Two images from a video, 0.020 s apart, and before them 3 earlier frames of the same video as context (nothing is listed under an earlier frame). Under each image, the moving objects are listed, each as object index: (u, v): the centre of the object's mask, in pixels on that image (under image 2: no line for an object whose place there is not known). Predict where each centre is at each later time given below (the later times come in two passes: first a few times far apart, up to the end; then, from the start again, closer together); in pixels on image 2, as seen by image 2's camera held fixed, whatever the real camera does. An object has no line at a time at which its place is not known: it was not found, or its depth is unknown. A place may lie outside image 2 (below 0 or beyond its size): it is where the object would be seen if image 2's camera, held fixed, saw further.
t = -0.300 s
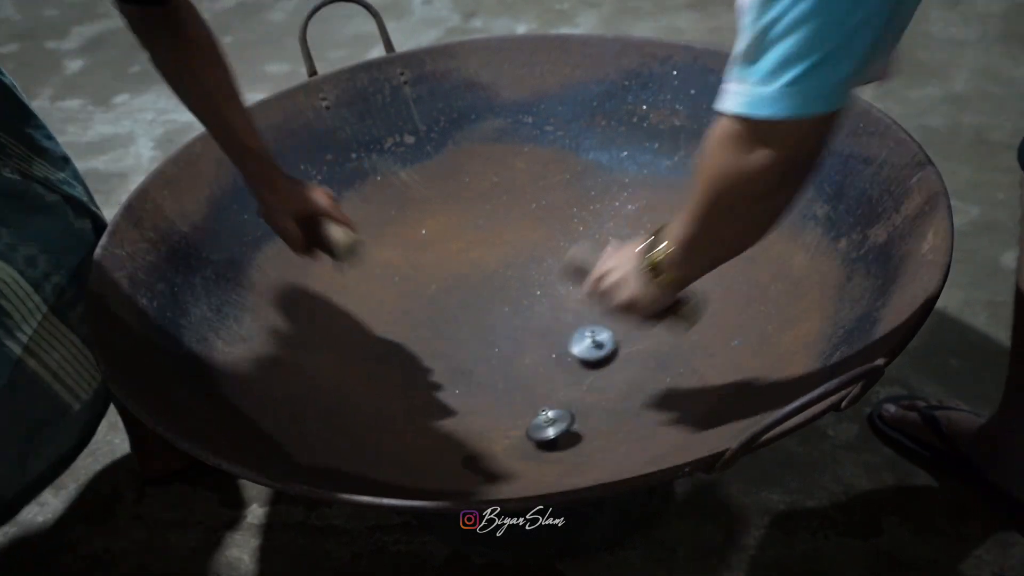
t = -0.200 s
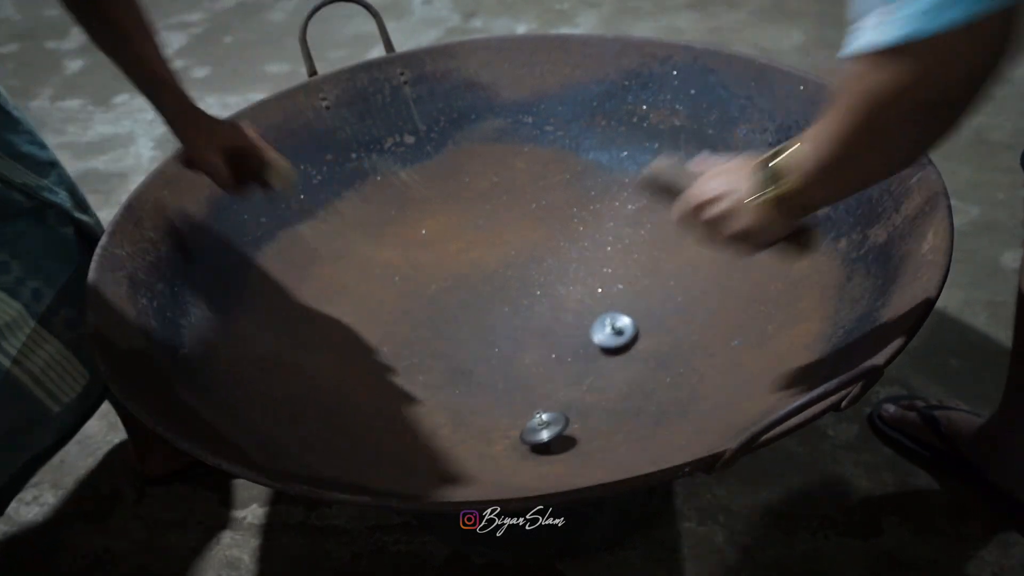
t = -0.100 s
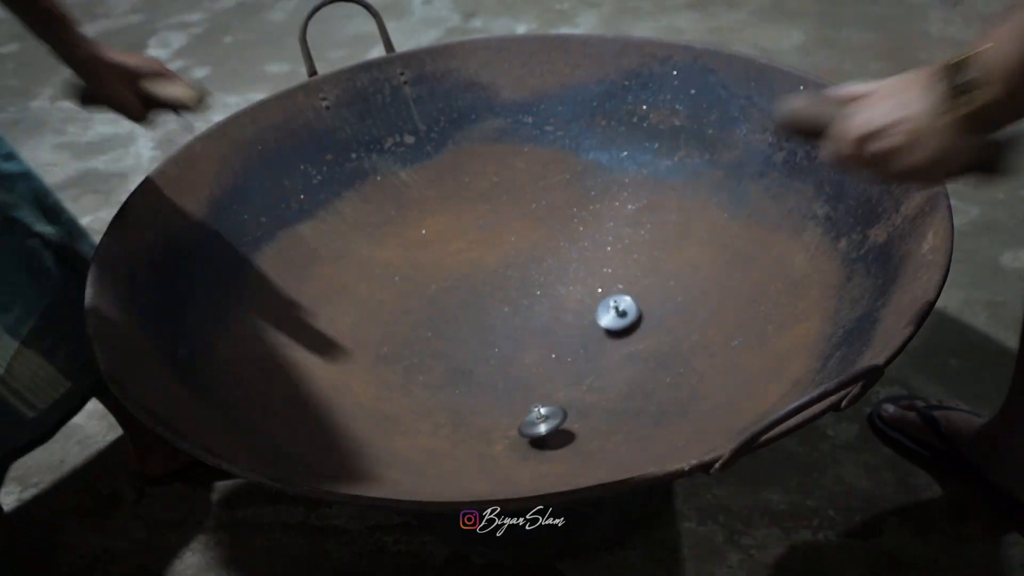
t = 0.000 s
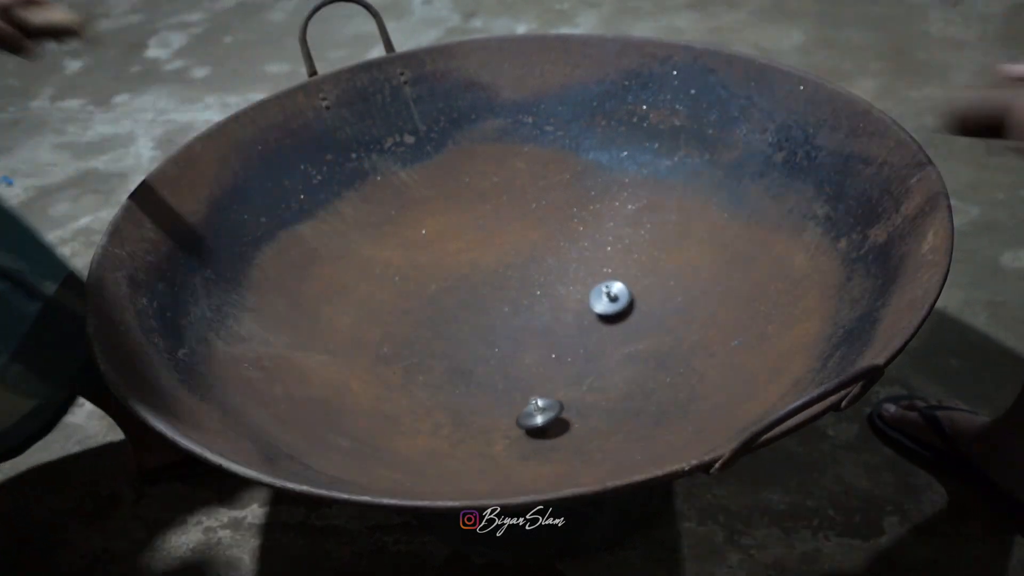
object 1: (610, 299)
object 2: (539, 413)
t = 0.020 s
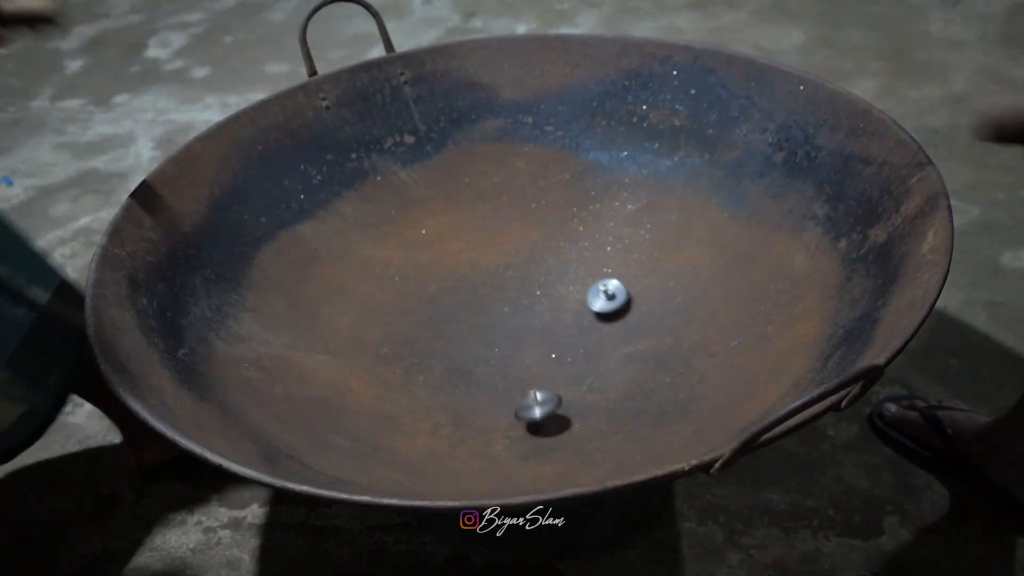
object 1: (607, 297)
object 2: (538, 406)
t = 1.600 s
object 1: (500, 405)
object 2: (451, 319)
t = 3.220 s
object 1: (557, 316)
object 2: (387, 355)
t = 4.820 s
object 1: (581, 319)
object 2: (504, 402)
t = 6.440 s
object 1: (626, 328)
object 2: (489, 355)
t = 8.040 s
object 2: (521, 374)
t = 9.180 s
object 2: (519, 351)
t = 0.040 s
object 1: (604, 295)
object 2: (536, 400)
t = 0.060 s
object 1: (601, 294)
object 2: (535, 397)
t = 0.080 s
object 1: (598, 293)
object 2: (535, 395)
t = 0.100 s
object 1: (595, 292)
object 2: (534, 396)
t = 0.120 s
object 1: (591, 292)
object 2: (533, 394)
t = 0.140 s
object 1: (587, 292)
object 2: (530, 387)
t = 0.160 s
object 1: (584, 293)
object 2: (528, 383)
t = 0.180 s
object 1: (580, 294)
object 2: (526, 382)
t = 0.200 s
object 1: (576, 295)
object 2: (525, 382)
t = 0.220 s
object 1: (571, 297)
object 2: (521, 377)
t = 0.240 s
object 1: (567, 299)
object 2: (518, 374)
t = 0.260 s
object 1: (563, 301)
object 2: (515, 372)
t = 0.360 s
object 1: (545, 316)
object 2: (496, 361)
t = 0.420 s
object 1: (537, 326)
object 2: (483, 356)
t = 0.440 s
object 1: (535, 329)
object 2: (479, 354)
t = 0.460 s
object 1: (532, 333)
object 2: (475, 352)
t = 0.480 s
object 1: (530, 337)
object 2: (471, 353)
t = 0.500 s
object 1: (529, 340)
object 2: (467, 352)
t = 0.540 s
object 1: (525, 348)
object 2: (460, 353)
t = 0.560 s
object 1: (524, 351)
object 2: (457, 352)
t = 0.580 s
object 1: (523, 354)
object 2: (453, 353)
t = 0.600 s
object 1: (523, 357)
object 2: (450, 354)
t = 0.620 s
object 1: (523, 360)
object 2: (447, 355)
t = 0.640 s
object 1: (523, 363)
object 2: (445, 355)
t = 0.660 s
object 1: (523, 366)
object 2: (443, 357)
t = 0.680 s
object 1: (523, 369)
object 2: (441, 358)
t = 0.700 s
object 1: (523, 371)
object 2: (441, 358)
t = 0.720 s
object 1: (524, 373)
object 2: (440, 358)
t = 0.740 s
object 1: (524, 376)
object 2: (440, 360)
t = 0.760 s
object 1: (525, 379)
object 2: (440, 364)
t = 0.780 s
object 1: (526, 381)
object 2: (441, 371)
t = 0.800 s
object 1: (527, 384)
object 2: (442, 372)
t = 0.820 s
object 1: (528, 386)
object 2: (443, 373)
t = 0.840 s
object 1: (528, 388)
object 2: (445, 376)
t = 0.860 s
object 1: (529, 390)
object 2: (446, 382)
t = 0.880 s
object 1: (529, 392)
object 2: (449, 386)
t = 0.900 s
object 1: (530, 394)
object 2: (450, 386)
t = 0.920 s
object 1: (531, 396)
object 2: (453, 389)
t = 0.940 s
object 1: (532, 397)
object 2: (455, 394)
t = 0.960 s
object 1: (533, 399)
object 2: (459, 393)
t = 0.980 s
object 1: (534, 400)
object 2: (463, 393)
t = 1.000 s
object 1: (536, 401)
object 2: (467, 394)
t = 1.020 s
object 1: (537, 402)
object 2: (472, 397)
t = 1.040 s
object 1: (539, 404)
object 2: (477, 404)
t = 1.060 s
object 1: (541, 405)
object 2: (483, 409)
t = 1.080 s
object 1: (542, 405)
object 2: (487, 407)
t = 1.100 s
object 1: (543, 406)
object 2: (492, 407)
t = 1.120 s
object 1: (544, 406)
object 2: (497, 410)
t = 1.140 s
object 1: (546, 406)
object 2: (502, 414)
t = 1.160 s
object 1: (549, 405)
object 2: (505, 412)
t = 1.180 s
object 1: (548, 406)
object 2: (507, 409)
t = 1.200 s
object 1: (547, 407)
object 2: (509, 408)
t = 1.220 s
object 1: (547, 410)
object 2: (509, 407)
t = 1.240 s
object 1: (546, 412)
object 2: (507, 402)
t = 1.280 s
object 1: (547, 415)
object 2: (501, 393)
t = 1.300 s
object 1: (548, 417)
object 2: (497, 387)
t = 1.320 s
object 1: (547, 418)
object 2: (495, 383)
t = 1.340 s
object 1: (545, 418)
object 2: (491, 377)
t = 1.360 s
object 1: (543, 418)
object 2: (486, 371)
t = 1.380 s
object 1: (540, 418)
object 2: (483, 366)
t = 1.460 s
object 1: (527, 415)
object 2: (467, 343)
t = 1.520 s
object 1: (516, 411)
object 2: (458, 327)
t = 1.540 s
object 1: (511, 410)
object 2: (455, 323)
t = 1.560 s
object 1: (508, 409)
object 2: (453, 321)
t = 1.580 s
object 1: (504, 407)
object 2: (452, 321)
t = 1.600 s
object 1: (500, 405)
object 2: (451, 319)
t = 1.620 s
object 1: (496, 404)
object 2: (452, 315)
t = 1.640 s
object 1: (492, 401)
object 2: (453, 313)
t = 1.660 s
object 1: (489, 399)
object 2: (455, 312)
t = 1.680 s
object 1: (485, 397)
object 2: (457, 314)
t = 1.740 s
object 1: (476, 391)
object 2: (464, 325)
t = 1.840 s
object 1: (463, 381)
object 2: (487, 344)
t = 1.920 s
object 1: (455, 373)
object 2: (505, 365)
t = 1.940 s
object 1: (453, 371)
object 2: (508, 371)
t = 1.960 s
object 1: (451, 370)
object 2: (512, 377)
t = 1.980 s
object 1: (450, 368)
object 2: (515, 382)
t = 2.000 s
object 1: (448, 366)
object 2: (519, 387)
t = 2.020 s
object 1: (447, 363)
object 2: (523, 393)
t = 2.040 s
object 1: (446, 362)
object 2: (526, 399)
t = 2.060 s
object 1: (445, 360)
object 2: (529, 404)
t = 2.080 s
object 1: (445, 358)
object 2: (531, 409)
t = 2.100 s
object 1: (444, 356)
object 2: (534, 414)
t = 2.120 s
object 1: (444, 354)
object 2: (536, 419)
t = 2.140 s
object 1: (444, 353)
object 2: (539, 423)
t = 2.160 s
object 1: (445, 351)
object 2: (541, 428)
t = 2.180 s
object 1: (444, 350)
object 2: (544, 431)
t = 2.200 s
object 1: (444, 348)
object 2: (548, 434)
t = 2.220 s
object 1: (445, 346)
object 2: (552, 436)
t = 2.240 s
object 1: (446, 345)
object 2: (556, 438)
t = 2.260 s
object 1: (446, 343)
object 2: (561, 439)
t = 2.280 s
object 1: (447, 342)
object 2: (565, 441)
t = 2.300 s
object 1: (448, 340)
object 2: (570, 441)
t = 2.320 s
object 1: (449, 339)
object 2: (575, 440)
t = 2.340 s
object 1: (450, 337)
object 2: (580, 439)
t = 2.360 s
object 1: (451, 336)
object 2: (585, 438)
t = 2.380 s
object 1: (452, 335)
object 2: (589, 434)
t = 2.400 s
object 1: (453, 334)
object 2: (594, 433)
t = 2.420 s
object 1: (454, 332)
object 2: (599, 432)
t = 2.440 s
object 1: (456, 331)
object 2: (603, 427)
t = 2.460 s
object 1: (458, 330)
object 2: (606, 425)
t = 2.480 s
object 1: (459, 328)
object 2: (610, 421)
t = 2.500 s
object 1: (461, 327)
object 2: (612, 417)
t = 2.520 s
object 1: (464, 326)
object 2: (615, 414)
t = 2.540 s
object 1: (465, 325)
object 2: (617, 410)
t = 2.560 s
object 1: (468, 324)
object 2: (617, 405)
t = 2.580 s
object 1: (469, 323)
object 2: (617, 403)
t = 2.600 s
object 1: (472, 322)
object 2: (615, 398)
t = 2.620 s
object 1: (474, 321)
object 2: (613, 394)
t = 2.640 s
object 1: (477, 321)
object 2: (610, 392)
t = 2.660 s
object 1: (479, 320)
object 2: (605, 387)
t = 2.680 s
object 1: (481, 319)
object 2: (599, 383)
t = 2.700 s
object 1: (484, 318)
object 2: (594, 381)
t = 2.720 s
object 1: (486, 318)
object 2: (586, 378)
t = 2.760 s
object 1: (491, 317)
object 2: (571, 372)
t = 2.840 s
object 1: (501, 316)
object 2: (532, 361)
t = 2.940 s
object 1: (516, 317)
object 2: (480, 349)
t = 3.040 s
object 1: (532, 316)
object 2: (433, 344)
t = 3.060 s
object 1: (534, 316)
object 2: (424, 344)
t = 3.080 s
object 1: (537, 316)
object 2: (416, 343)
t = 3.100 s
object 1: (540, 316)
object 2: (410, 342)
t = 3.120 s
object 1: (543, 315)
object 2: (404, 343)
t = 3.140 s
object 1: (546, 315)
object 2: (399, 347)
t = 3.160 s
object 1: (549, 316)
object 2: (394, 350)
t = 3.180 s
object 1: (552, 316)
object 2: (391, 349)
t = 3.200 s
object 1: (555, 316)
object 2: (389, 351)
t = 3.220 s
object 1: (557, 316)
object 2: (387, 355)
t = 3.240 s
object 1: (560, 317)
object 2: (386, 362)
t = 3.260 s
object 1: (563, 317)
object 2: (385, 367)
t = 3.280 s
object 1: (565, 317)
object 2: (386, 370)
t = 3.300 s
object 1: (568, 318)
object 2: (388, 374)
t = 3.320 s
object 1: (570, 318)
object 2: (391, 380)
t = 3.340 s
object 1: (573, 318)
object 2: (395, 382)
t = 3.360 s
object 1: (575, 319)
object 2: (400, 384)
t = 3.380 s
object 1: (577, 319)
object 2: (406, 390)
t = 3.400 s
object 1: (579, 319)
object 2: (412, 397)
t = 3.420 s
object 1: (582, 320)
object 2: (419, 401)
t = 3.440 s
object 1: (584, 320)
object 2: (427, 401)
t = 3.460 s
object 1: (585, 321)
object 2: (435, 402)
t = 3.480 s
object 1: (587, 322)
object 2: (445, 407)
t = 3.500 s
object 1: (588, 322)
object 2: (456, 415)
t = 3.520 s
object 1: (589, 323)
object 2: (468, 418)
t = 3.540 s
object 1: (589, 324)
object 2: (476, 416)
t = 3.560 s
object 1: (589, 325)
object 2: (487, 415)
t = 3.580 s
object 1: (589, 326)
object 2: (497, 418)
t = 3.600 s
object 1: (589, 327)
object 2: (507, 422)
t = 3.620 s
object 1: (590, 328)
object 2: (515, 418)
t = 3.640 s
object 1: (590, 330)
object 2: (523, 415)
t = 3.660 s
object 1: (590, 332)
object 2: (530, 413)
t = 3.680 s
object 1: (590, 333)
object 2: (539, 414)
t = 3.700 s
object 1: (589, 335)
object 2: (544, 410)
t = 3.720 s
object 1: (589, 337)
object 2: (549, 405)
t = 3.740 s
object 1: (589, 339)
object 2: (553, 402)
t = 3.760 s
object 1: (588, 340)
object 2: (558, 400)
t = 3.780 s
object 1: (588, 342)
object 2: (560, 393)
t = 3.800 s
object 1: (588, 344)
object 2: (560, 386)
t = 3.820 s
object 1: (588, 346)
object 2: (561, 381)
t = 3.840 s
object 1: (587, 348)
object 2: (562, 378)
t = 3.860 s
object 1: (595, 345)
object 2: (556, 379)
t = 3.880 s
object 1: (611, 336)
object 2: (539, 376)
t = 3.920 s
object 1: (639, 320)
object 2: (505, 376)
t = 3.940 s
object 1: (654, 309)
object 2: (487, 374)
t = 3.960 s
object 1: (664, 304)
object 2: (468, 366)
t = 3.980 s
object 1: (671, 297)
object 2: (450, 360)
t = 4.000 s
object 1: (678, 291)
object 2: (431, 357)
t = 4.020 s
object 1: (681, 286)
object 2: (415, 356)
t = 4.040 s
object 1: (685, 282)
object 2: (400, 352)
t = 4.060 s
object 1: (685, 280)
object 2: (390, 345)
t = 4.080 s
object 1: (685, 278)
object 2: (380, 340)
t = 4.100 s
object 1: (684, 277)
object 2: (370, 335)
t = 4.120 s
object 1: (682, 276)
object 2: (366, 327)
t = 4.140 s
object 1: (680, 276)
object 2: (361, 320)
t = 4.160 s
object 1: (677, 277)
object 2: (358, 316)
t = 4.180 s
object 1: (672, 277)
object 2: (356, 314)
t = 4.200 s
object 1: (669, 278)
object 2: (353, 315)
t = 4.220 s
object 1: (664, 280)
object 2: (352, 316)
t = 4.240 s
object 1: (659, 281)
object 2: (356, 312)
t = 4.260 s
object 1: (654, 283)
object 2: (359, 309)
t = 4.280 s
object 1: (648, 286)
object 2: (364, 308)
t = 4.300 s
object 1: (643, 288)
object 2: (369, 310)
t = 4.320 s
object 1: (636, 292)
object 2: (374, 314)
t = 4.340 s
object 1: (630, 295)
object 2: (381, 320)
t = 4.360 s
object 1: (625, 298)
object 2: (387, 329)
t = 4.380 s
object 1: (618, 301)
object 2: (395, 336)
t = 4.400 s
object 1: (611, 304)
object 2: (404, 334)
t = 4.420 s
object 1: (605, 308)
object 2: (414, 332)
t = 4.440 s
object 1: (598, 311)
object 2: (422, 333)
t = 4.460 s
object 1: (592, 314)
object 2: (433, 336)
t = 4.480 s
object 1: (586, 318)
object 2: (444, 341)
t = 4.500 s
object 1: (580, 322)
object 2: (456, 349)
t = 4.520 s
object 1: (574, 325)
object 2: (466, 358)
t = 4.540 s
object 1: (568, 328)
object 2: (479, 370)
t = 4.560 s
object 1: (562, 331)
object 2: (489, 367)
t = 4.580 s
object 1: (557, 335)
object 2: (498, 363)
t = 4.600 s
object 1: (552, 339)
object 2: (509, 360)
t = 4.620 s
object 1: (550, 341)
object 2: (519, 361)
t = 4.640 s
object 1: (551, 338)
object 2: (519, 367)
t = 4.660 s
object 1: (556, 333)
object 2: (516, 377)
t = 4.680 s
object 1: (562, 329)
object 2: (512, 388)
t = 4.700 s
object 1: (569, 330)
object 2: (510, 389)
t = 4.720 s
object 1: (572, 326)
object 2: (508, 390)
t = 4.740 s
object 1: (575, 322)
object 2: (507, 393)
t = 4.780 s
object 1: (580, 321)
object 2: (504, 405)
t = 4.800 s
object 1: (580, 320)
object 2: (504, 404)
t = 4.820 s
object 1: (581, 319)
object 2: (504, 402)
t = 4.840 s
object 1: (580, 319)
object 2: (505, 402)
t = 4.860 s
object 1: (579, 318)
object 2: (506, 404)
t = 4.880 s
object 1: (577, 318)
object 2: (507, 408)
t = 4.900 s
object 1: (576, 319)
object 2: (509, 405)
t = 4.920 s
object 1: (573, 319)
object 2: (511, 403)
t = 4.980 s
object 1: (566, 320)
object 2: (520, 395)
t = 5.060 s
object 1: (557, 321)
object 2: (534, 379)
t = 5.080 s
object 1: (554, 322)
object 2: (537, 375)
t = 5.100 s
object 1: (552, 322)
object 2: (541, 369)
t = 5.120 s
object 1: (550, 322)
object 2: (544, 362)
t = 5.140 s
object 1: (549, 323)
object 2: (547, 355)
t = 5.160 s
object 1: (547, 321)
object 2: (548, 349)
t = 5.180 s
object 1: (547, 315)
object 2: (547, 341)
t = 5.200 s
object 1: (548, 310)
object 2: (543, 336)
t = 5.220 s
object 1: (550, 304)
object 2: (539, 334)
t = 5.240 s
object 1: (552, 301)
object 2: (536, 333)
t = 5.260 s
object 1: (555, 300)
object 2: (531, 328)
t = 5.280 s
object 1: (560, 300)
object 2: (524, 322)
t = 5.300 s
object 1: (562, 301)
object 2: (517, 319)
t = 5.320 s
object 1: (562, 298)
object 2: (511, 318)
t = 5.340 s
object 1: (563, 298)
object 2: (505, 317)
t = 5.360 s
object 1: (564, 298)
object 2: (501, 311)
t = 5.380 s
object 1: (565, 300)
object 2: (496, 307)
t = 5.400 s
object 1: (567, 303)
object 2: (493, 305)
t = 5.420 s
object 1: (568, 307)
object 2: (488, 301)
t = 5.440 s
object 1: (568, 311)
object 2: (483, 297)
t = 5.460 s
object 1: (567, 312)
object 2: (479, 296)
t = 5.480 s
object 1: (566, 313)
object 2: (474, 294)
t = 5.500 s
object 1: (565, 315)
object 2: (469, 290)
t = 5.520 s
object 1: (565, 317)
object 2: (465, 289)
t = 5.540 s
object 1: (564, 319)
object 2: (460, 290)
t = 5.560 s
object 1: (564, 321)
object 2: (456, 288)
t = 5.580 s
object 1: (564, 323)
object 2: (451, 287)
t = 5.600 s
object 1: (562, 324)
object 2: (447, 288)
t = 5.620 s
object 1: (562, 326)
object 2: (444, 291)
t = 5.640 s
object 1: (561, 327)
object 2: (441, 291)
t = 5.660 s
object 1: (560, 328)
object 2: (439, 292)
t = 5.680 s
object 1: (559, 328)
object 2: (437, 294)
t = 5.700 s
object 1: (558, 328)
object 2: (436, 295)
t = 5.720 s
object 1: (557, 329)
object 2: (435, 297)
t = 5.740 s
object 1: (555, 328)
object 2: (435, 300)
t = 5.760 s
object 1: (553, 329)
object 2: (435, 302)
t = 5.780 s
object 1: (552, 329)
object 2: (436, 306)
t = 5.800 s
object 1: (551, 329)
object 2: (436, 308)
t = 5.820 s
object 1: (550, 330)
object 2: (436, 311)
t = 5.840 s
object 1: (549, 331)
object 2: (436, 315)
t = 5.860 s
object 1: (548, 332)
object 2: (438, 316)
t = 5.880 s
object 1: (548, 334)
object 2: (440, 321)
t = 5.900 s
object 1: (548, 335)
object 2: (442, 322)
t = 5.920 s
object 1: (549, 336)
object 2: (445, 326)
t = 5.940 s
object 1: (550, 337)
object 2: (447, 328)
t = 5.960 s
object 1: (551, 337)
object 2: (449, 331)
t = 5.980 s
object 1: (552, 338)
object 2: (453, 334)
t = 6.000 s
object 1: (553, 338)
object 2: (457, 337)
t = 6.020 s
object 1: (554, 338)
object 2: (462, 340)
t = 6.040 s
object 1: (555, 339)
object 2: (467, 343)
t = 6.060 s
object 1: (556, 339)
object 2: (472, 345)
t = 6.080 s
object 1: (558, 339)
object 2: (478, 347)
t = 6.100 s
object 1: (558, 339)
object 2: (484, 349)
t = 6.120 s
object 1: (558, 339)
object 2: (491, 350)
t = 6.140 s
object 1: (559, 338)
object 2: (498, 351)
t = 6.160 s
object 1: (559, 338)
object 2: (505, 351)
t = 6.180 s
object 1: (559, 338)
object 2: (512, 351)
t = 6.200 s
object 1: (567, 338)
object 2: (509, 351)
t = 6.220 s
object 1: (579, 334)
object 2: (503, 352)
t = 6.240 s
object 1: (592, 331)
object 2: (498, 352)
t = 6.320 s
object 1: (623, 324)
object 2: (485, 353)
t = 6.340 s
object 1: (626, 324)
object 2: (484, 353)
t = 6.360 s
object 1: (629, 325)
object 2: (483, 354)
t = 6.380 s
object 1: (629, 325)
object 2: (483, 355)
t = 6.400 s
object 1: (629, 326)
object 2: (484, 355)
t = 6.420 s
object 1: (628, 327)
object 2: (486, 355)
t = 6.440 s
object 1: (626, 328)
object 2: (489, 355)
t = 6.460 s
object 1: (624, 329)
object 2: (491, 356)
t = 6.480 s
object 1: (622, 331)
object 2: (494, 356)
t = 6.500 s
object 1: (620, 331)
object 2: (498, 357)
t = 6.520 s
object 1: (617, 332)
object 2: (501, 358)
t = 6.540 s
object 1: (615, 335)
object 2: (505, 359)
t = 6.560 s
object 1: (611, 336)
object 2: (508, 359)
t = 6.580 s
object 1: (607, 336)
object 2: (512, 360)
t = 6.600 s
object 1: (604, 336)
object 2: (514, 359)
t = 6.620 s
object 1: (601, 337)
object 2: (518, 359)
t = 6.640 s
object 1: (598, 337)
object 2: (521, 359)
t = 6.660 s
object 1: (596, 337)
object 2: (524, 359)
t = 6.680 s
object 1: (594, 338)
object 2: (527, 359)
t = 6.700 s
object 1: (593, 339)
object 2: (530, 358)
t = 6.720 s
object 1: (592, 340)
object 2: (534, 358)
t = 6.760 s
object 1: (592, 341)
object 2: (540, 357)
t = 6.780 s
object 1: (592, 342)
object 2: (543, 357)
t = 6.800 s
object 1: (592, 342)
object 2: (545, 356)
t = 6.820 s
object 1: (592, 343)
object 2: (549, 356)
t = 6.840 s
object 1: (593, 343)
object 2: (552, 355)
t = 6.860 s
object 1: (593, 342)
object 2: (554, 354)
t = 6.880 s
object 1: (594, 342)
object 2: (558, 354)
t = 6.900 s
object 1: (595, 341)
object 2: (561, 353)
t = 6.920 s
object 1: (597, 341)
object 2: (561, 351)
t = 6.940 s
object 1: (598, 341)
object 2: (559, 350)
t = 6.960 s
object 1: (601, 341)
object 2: (555, 350)
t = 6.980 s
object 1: (603, 339)
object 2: (551, 350)
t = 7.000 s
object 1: (604, 340)
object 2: (547, 351)
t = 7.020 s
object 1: (606, 338)
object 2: (543, 351)
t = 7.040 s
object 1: (606, 338)
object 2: (540, 350)
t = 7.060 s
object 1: (605, 337)
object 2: (536, 351)
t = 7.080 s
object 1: (605, 337)
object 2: (534, 351)
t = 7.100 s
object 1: (604, 337)
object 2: (532, 351)
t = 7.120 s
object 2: (530, 352)
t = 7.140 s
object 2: (528, 352)
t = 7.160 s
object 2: (526, 352)
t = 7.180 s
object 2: (526, 353)
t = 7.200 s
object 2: (525, 353)
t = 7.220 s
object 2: (525, 353)
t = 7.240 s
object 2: (525, 354)
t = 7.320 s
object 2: (522, 358)
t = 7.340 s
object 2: (522, 359)
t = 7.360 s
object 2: (521, 359)
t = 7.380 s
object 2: (521, 360)
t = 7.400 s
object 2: (520, 361)
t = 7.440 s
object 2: (518, 363)
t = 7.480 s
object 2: (516, 364)
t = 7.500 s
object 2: (516, 365)
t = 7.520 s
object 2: (515, 366)
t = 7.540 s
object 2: (515, 367)
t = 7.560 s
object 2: (515, 368)
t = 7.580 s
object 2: (515, 368)
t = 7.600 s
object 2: (515, 369)
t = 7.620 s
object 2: (515, 370)
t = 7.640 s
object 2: (515, 370)
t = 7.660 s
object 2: (515, 371)
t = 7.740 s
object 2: (514, 373)
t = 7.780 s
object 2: (515, 374)
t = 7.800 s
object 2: (515, 374)
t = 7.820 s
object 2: (515, 374)
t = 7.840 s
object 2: (515, 375)
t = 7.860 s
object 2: (516, 375)
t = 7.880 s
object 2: (516, 375)
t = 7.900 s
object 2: (517, 375)
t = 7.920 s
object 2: (517, 375)
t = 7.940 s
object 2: (518, 375)
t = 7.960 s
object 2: (519, 375)
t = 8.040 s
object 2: (521, 374)
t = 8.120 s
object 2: (522, 373)
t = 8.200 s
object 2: (525, 371)
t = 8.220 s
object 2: (525, 371)
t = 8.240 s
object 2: (526, 370)
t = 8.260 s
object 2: (526, 369)
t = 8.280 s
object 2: (526, 368)
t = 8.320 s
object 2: (527, 366)
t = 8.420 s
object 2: (527, 362)
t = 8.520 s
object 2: (526, 356)
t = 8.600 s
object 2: (527, 352)
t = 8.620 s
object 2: (527, 351)
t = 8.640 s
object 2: (528, 350)
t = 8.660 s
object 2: (528, 349)
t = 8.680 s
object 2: (527, 349)
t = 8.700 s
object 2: (527, 348)
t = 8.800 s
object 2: (522, 345)
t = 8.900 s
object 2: (518, 345)
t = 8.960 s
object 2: (515, 345)
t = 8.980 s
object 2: (515, 346)
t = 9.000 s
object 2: (514, 346)
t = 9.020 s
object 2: (514, 347)
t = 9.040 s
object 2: (514, 347)
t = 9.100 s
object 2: (516, 349)
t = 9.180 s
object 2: (519, 351)
